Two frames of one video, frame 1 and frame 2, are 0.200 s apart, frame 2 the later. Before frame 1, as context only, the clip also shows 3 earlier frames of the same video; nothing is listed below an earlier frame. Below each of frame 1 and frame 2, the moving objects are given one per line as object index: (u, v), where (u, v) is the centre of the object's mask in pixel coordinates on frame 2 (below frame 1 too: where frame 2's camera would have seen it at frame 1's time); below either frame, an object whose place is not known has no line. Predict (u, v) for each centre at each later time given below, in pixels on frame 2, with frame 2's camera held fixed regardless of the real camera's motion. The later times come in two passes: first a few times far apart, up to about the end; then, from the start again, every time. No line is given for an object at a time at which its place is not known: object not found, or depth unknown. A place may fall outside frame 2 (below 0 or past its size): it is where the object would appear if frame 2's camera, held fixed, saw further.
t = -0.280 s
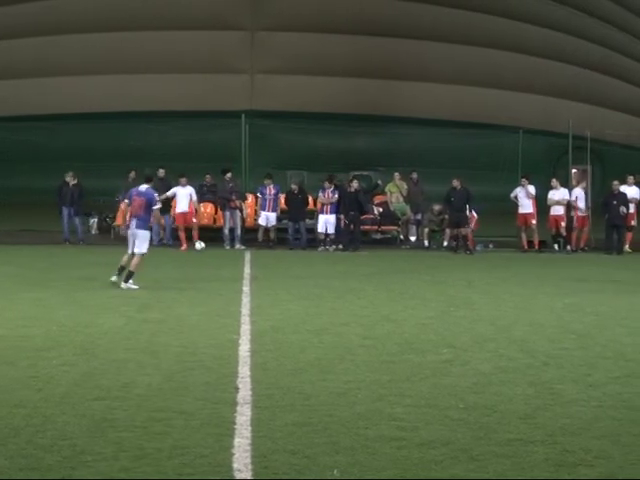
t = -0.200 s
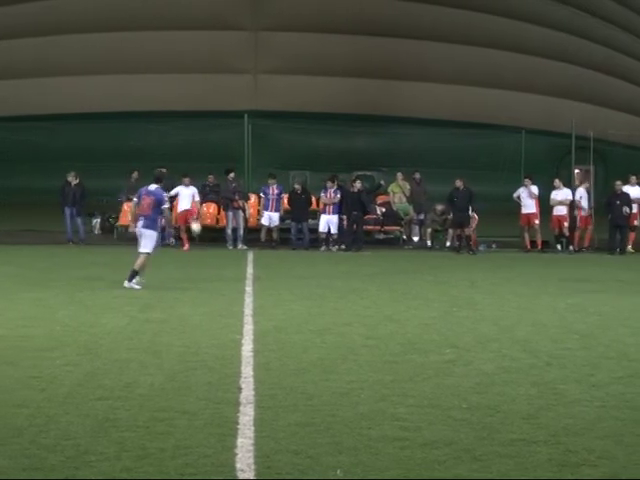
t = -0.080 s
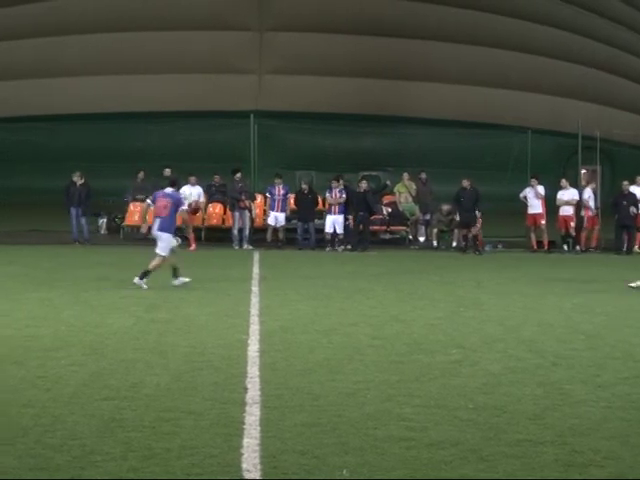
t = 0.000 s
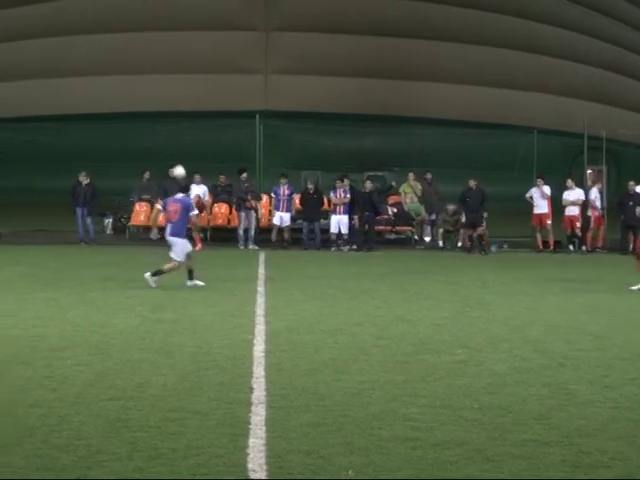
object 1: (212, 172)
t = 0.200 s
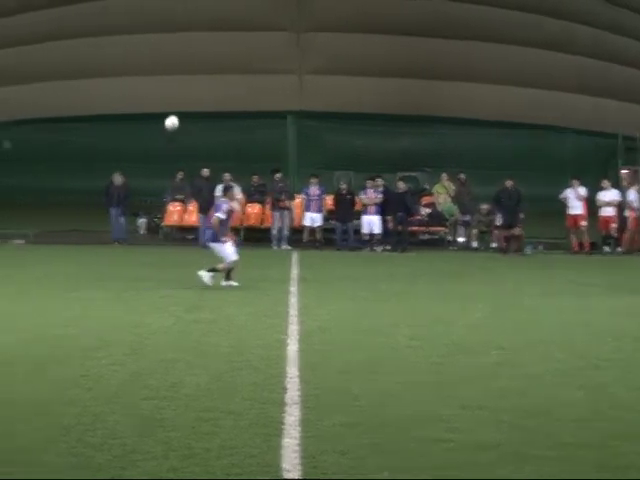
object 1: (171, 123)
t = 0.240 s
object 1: (162, 114)
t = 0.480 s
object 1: (90, 70)
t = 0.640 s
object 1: (19, 57)
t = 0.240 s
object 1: (162, 114)
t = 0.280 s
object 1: (152, 105)
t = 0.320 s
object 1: (141, 97)
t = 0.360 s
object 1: (129, 89)
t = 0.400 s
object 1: (119, 82)
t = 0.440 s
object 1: (105, 76)
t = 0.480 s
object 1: (90, 70)
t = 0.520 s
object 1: (74, 66)
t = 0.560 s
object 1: (57, 62)
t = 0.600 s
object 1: (38, 59)
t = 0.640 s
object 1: (19, 57)
